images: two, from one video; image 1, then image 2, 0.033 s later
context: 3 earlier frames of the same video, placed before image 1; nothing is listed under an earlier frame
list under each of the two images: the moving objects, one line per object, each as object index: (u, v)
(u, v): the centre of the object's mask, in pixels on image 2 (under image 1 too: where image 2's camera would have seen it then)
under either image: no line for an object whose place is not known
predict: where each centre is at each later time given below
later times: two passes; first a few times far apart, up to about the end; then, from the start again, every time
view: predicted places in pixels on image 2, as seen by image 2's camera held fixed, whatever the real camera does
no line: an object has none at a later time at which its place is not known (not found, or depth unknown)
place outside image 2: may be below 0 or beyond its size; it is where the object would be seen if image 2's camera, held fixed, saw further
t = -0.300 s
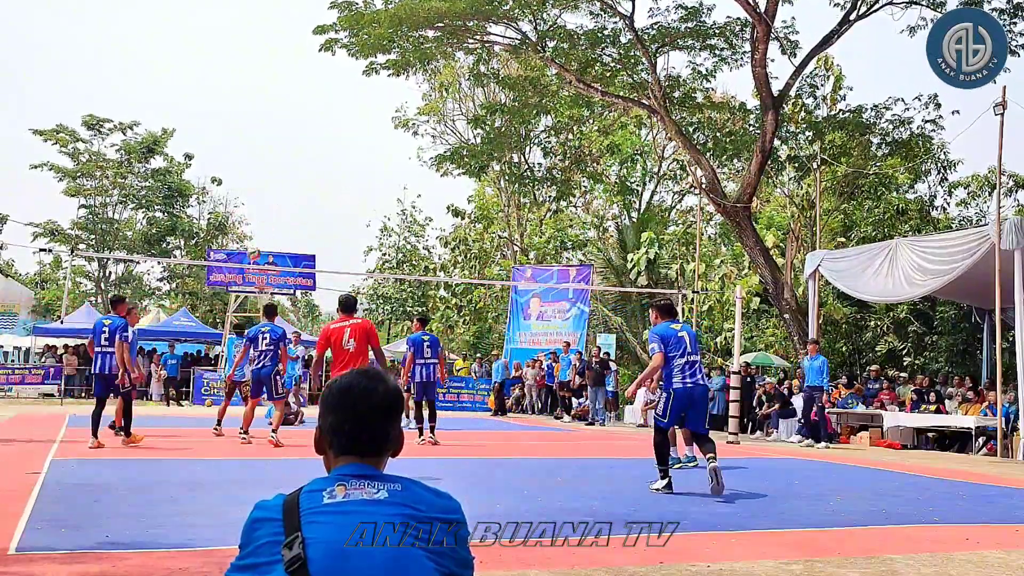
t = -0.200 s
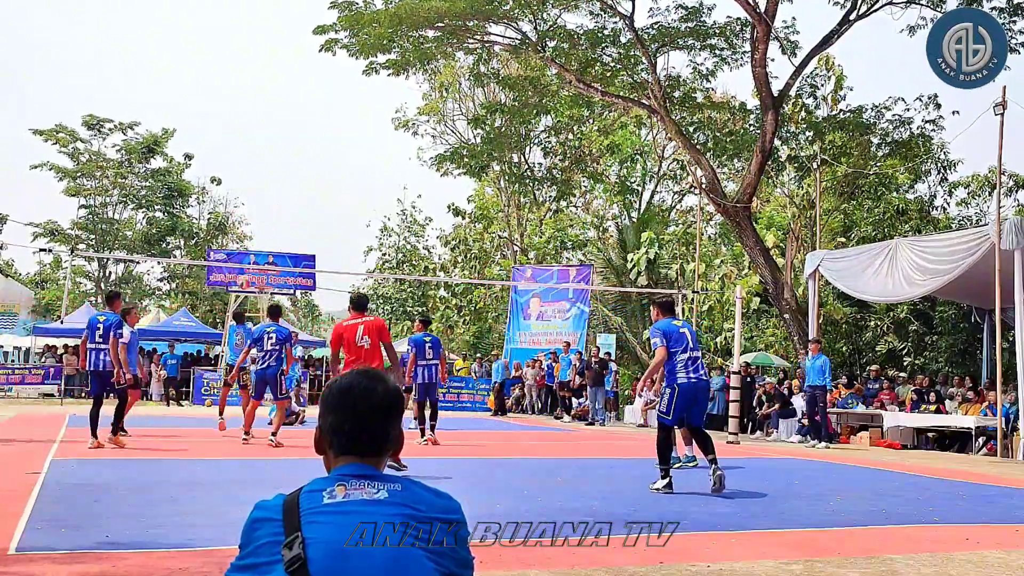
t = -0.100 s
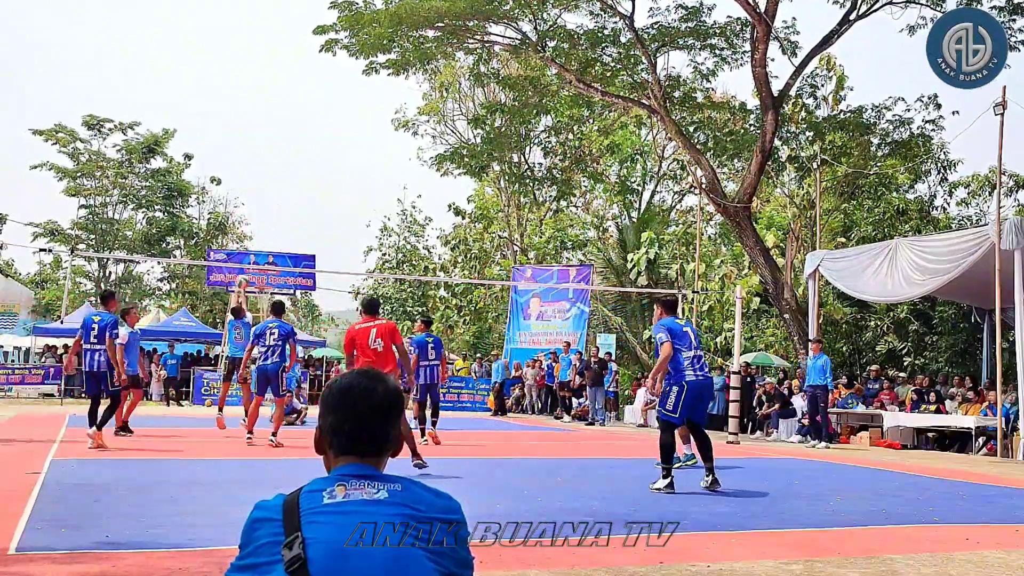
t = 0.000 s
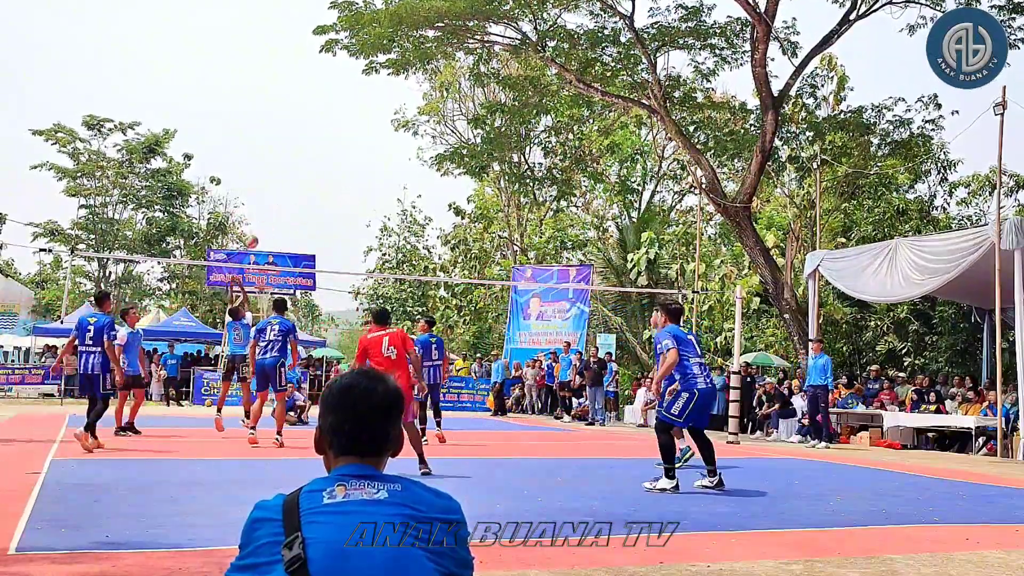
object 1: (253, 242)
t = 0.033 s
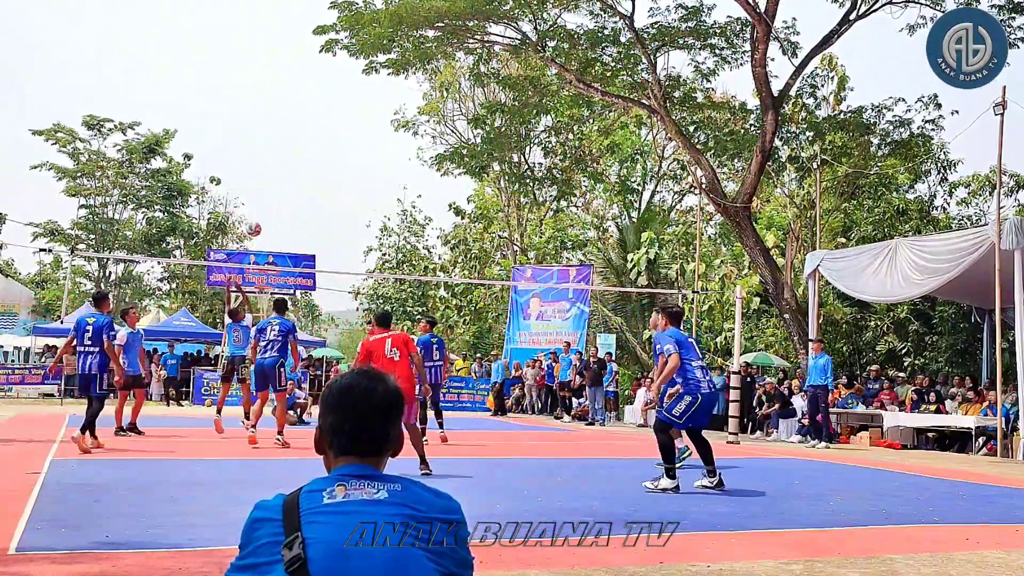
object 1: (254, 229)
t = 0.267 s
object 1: (273, 160)
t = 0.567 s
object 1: (299, 125)
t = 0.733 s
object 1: (314, 139)
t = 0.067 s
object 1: (256, 217)
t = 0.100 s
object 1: (259, 206)
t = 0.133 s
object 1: (262, 196)
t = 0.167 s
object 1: (265, 186)
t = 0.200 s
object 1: (268, 177)
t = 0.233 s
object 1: (271, 168)
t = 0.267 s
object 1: (273, 160)
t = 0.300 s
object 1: (276, 153)
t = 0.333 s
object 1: (279, 146)
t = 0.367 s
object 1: (282, 141)
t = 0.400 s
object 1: (285, 136)
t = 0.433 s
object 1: (288, 132)
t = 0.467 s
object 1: (291, 129)
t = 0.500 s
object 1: (293, 127)
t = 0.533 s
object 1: (296, 126)
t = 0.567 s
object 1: (299, 125)
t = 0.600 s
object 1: (302, 126)
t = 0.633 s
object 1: (305, 127)
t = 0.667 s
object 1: (308, 130)
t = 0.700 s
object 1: (311, 134)
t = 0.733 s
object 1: (314, 139)
